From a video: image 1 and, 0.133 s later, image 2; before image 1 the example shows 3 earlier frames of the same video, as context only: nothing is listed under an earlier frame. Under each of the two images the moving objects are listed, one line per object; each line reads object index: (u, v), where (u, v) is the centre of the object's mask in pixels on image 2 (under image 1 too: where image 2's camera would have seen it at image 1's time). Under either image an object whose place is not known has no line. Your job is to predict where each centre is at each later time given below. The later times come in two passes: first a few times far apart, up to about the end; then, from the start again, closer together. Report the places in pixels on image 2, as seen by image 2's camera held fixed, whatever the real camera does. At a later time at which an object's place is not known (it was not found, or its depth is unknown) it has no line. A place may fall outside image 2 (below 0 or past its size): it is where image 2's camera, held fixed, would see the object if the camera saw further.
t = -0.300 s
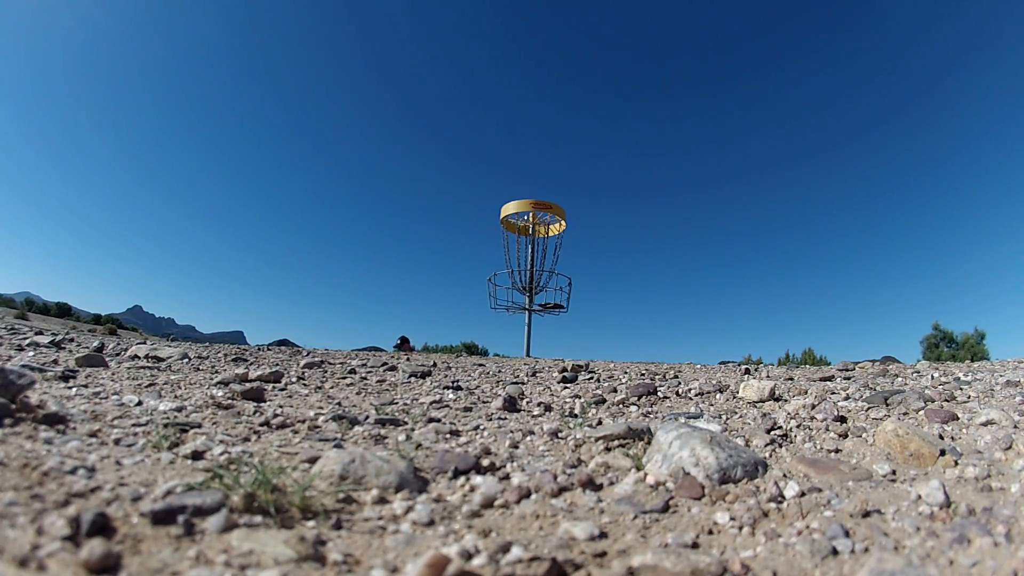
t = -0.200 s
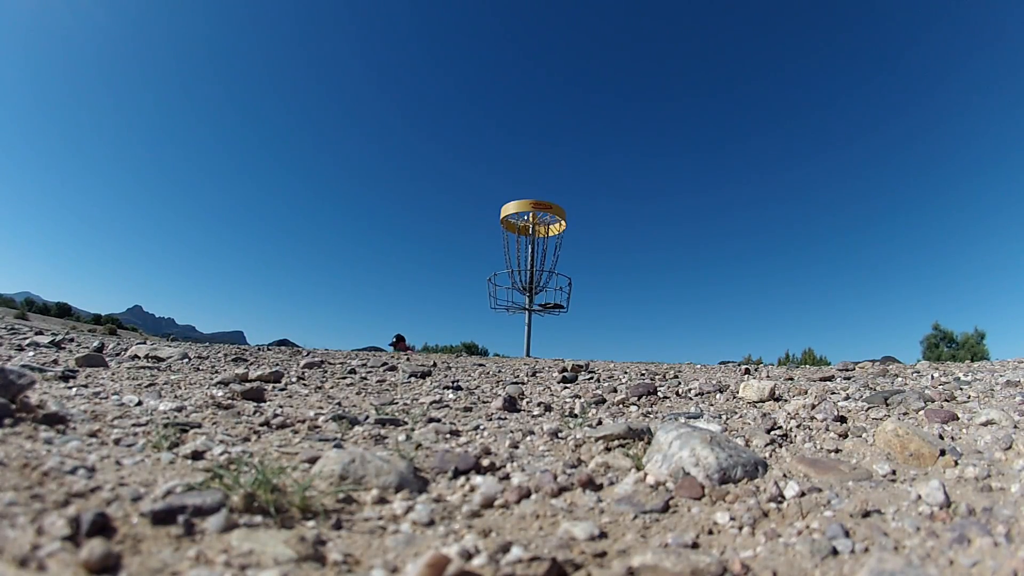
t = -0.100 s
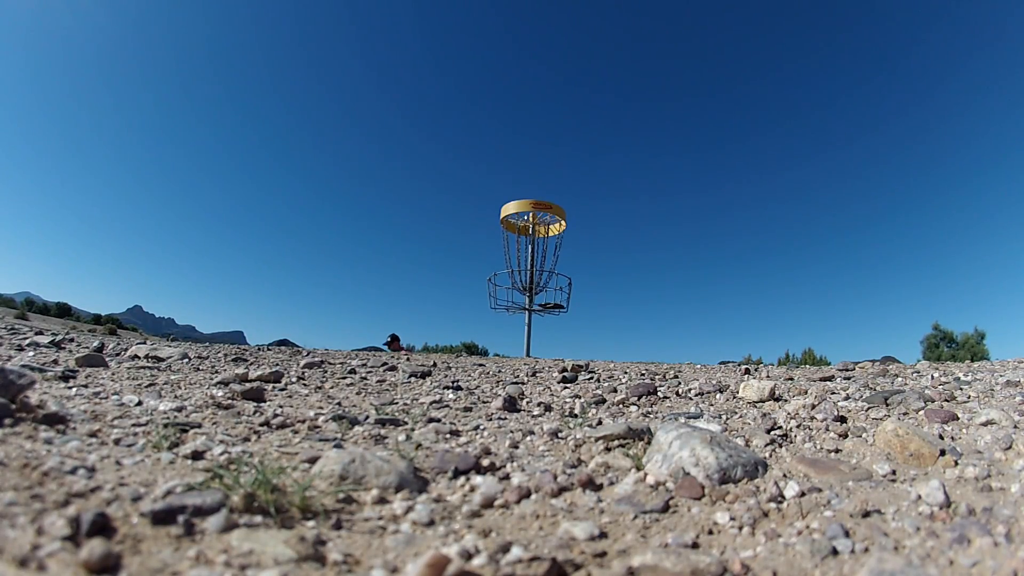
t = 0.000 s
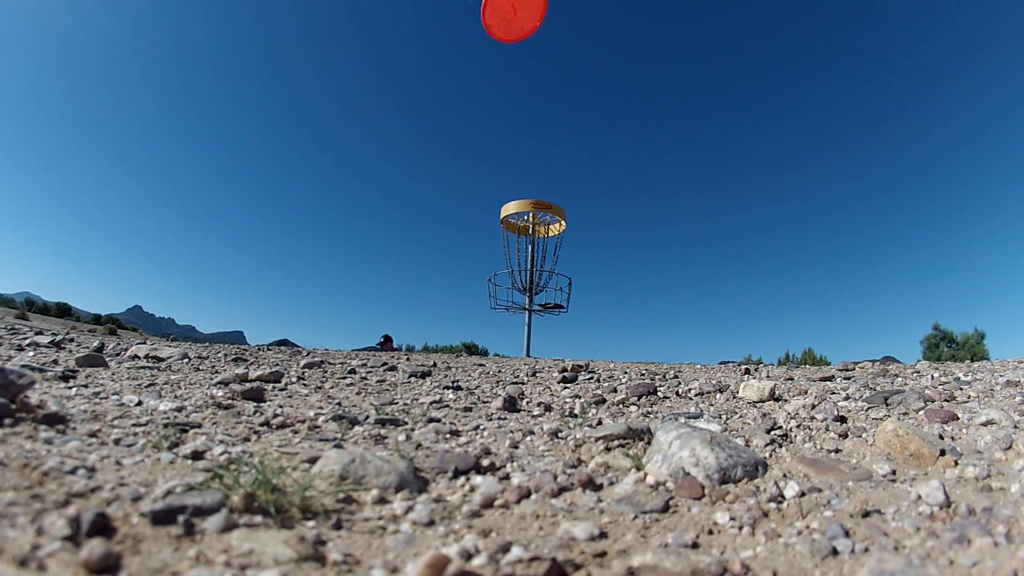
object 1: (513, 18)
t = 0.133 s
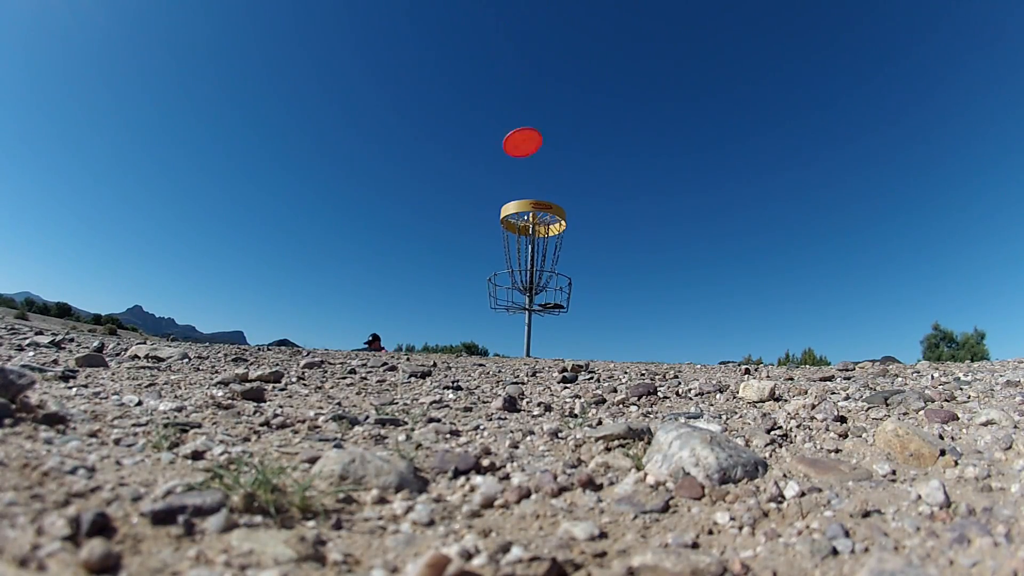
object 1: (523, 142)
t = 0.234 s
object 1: (525, 205)
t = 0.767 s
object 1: (507, 292)
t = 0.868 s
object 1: (515, 292)
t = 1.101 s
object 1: (521, 305)
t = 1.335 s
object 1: (520, 304)
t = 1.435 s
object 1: (519, 304)
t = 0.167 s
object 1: (523, 165)
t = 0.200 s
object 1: (524, 186)
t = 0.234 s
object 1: (525, 205)
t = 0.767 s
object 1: (507, 292)
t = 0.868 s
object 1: (515, 292)
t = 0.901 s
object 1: (518, 295)
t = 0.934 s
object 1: (519, 295)
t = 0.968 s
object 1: (522, 297)
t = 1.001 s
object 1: (524, 299)
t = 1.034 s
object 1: (523, 301)
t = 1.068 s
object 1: (523, 303)
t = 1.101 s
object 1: (521, 305)
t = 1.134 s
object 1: (520, 304)
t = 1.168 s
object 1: (520, 305)
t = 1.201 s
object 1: (520, 305)
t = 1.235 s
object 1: (520, 305)
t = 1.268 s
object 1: (520, 304)
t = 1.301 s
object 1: (520, 305)
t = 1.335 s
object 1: (520, 304)
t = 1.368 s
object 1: (520, 305)
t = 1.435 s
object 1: (519, 304)
